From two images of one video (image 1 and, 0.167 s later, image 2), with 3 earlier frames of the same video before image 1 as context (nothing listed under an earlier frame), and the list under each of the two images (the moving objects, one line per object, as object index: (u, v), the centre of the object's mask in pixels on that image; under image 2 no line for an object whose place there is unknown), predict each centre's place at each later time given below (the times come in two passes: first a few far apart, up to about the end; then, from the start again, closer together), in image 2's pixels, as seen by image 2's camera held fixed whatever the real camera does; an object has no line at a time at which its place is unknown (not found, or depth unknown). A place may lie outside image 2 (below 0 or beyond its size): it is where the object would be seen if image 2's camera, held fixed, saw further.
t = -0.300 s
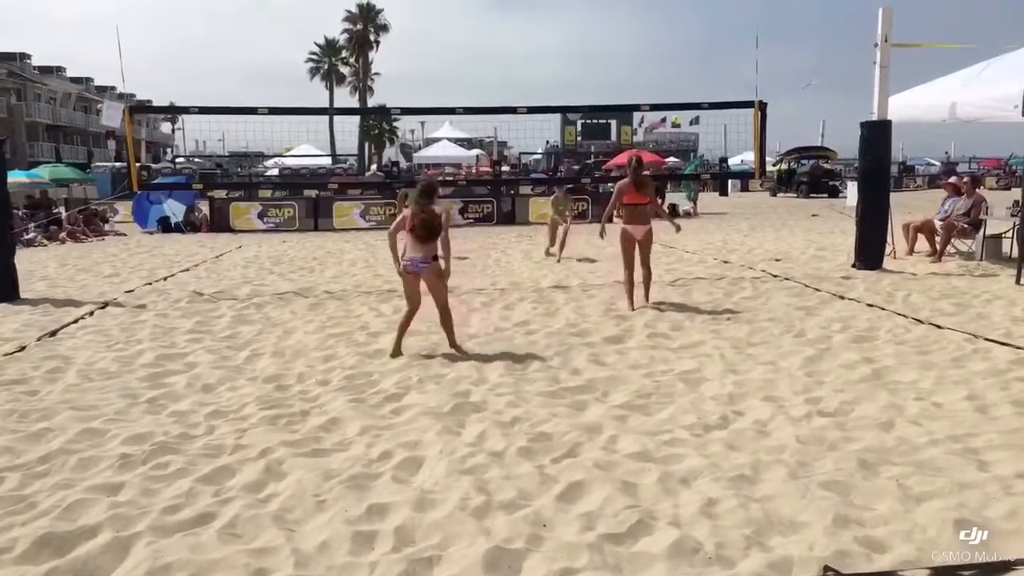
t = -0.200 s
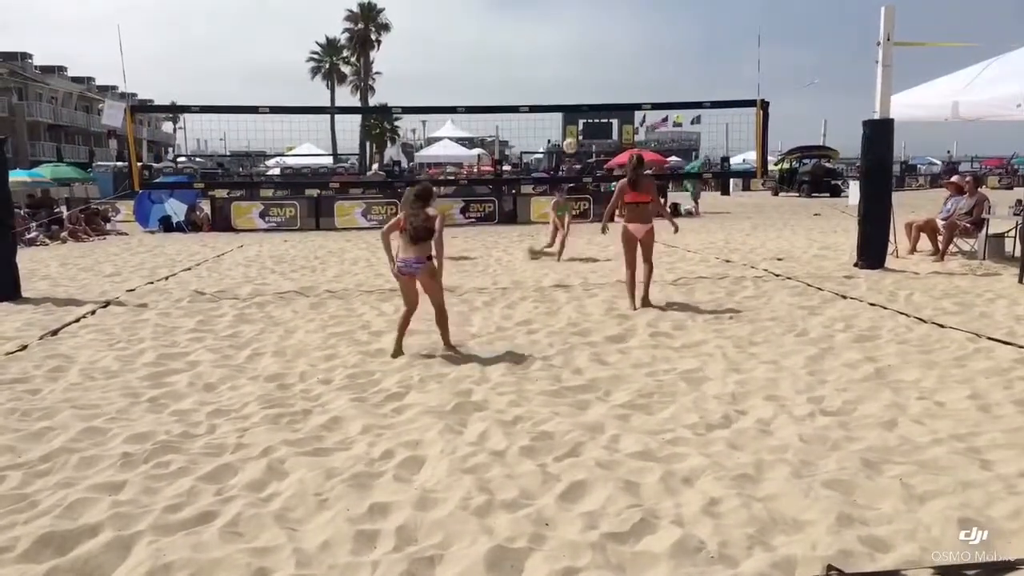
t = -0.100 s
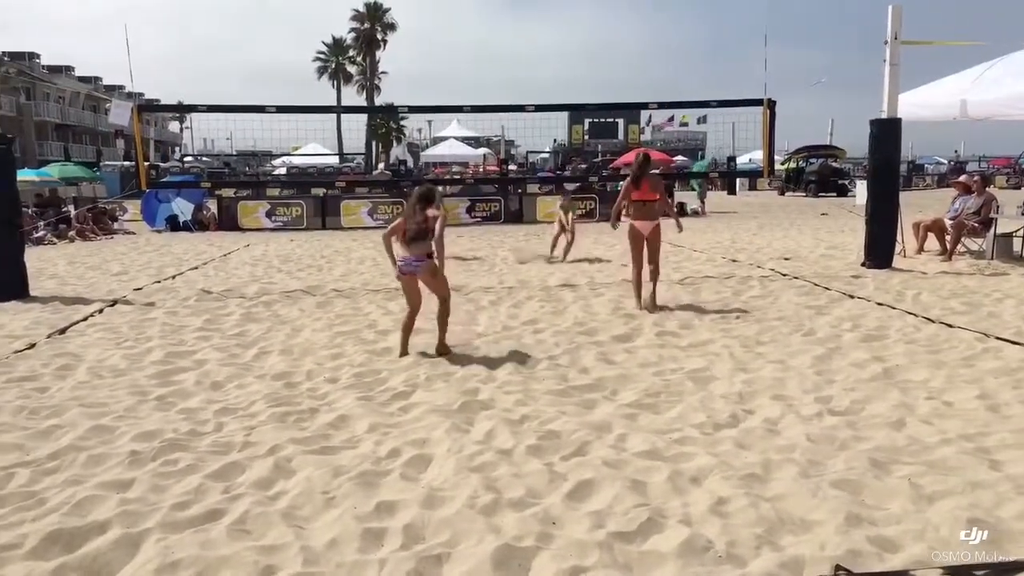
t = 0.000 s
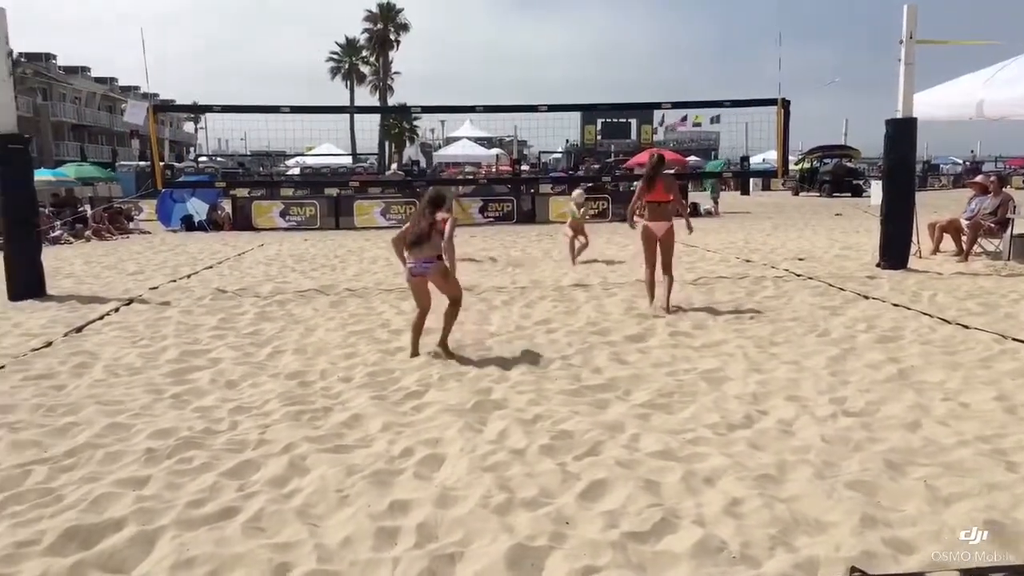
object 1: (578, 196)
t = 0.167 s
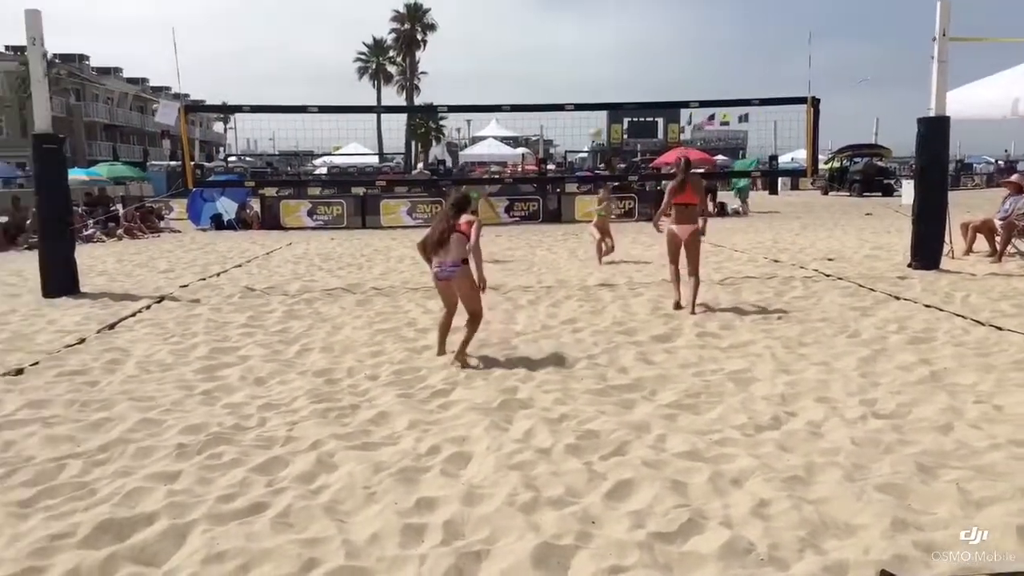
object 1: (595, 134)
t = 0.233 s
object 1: (593, 115)
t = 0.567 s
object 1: (570, 51)
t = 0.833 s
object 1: (550, 54)
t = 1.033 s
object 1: (535, 90)
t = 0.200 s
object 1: (593, 122)
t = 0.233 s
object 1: (593, 115)
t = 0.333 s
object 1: (585, 87)
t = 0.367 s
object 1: (584, 79)
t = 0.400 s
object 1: (581, 73)
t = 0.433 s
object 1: (579, 67)
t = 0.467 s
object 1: (577, 62)
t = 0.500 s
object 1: (575, 58)
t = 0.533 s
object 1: (573, 54)
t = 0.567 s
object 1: (570, 51)
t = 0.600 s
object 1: (568, 48)
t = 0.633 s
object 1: (565, 47)
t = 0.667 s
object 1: (563, 46)
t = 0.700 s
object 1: (561, 46)
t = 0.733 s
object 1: (558, 47)
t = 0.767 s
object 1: (555, 49)
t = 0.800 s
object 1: (553, 51)
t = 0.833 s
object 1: (550, 54)
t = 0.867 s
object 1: (548, 58)
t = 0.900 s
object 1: (546, 63)
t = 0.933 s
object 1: (543, 69)
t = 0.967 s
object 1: (540, 75)
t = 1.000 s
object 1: (538, 82)
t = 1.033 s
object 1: (535, 90)
